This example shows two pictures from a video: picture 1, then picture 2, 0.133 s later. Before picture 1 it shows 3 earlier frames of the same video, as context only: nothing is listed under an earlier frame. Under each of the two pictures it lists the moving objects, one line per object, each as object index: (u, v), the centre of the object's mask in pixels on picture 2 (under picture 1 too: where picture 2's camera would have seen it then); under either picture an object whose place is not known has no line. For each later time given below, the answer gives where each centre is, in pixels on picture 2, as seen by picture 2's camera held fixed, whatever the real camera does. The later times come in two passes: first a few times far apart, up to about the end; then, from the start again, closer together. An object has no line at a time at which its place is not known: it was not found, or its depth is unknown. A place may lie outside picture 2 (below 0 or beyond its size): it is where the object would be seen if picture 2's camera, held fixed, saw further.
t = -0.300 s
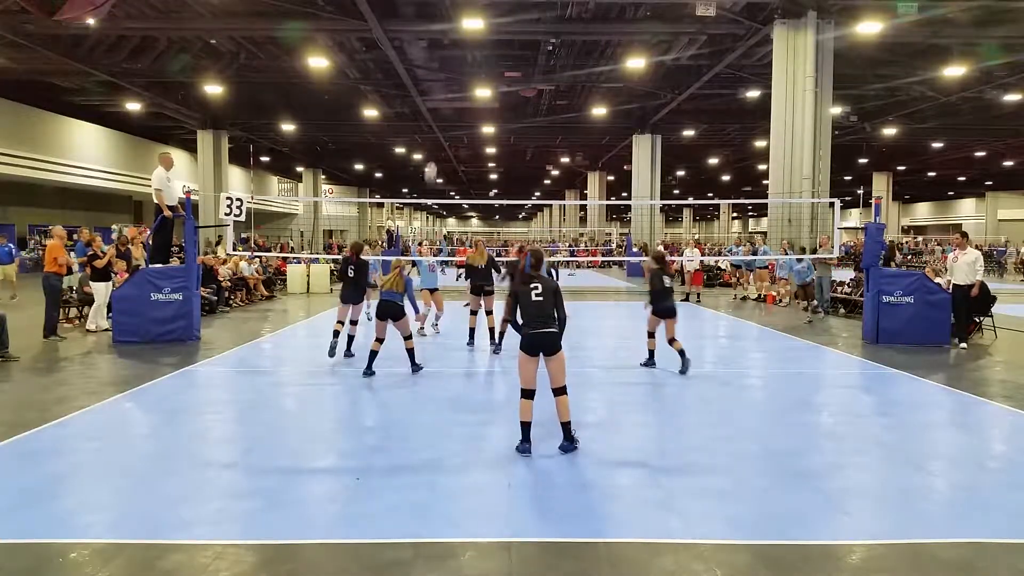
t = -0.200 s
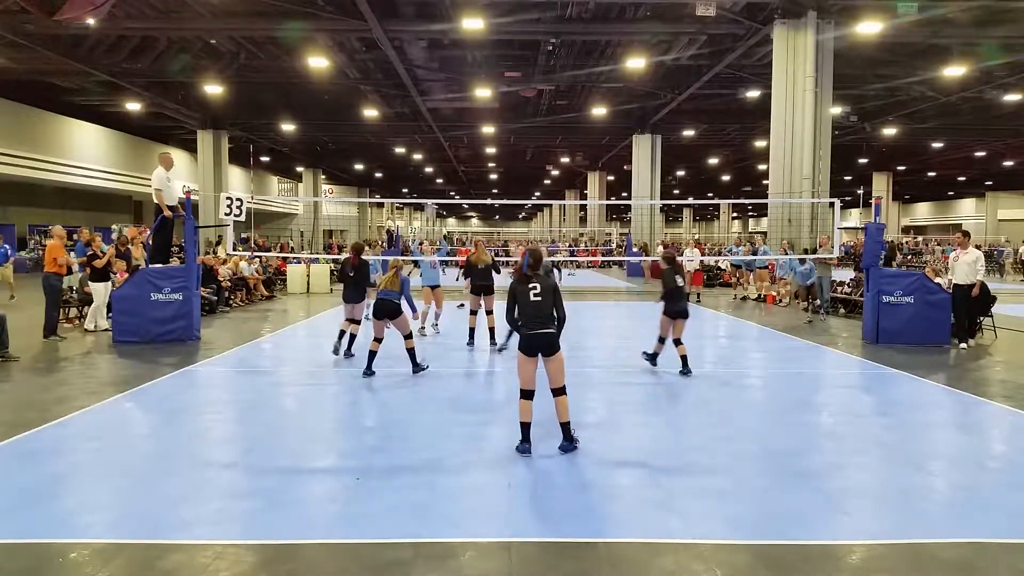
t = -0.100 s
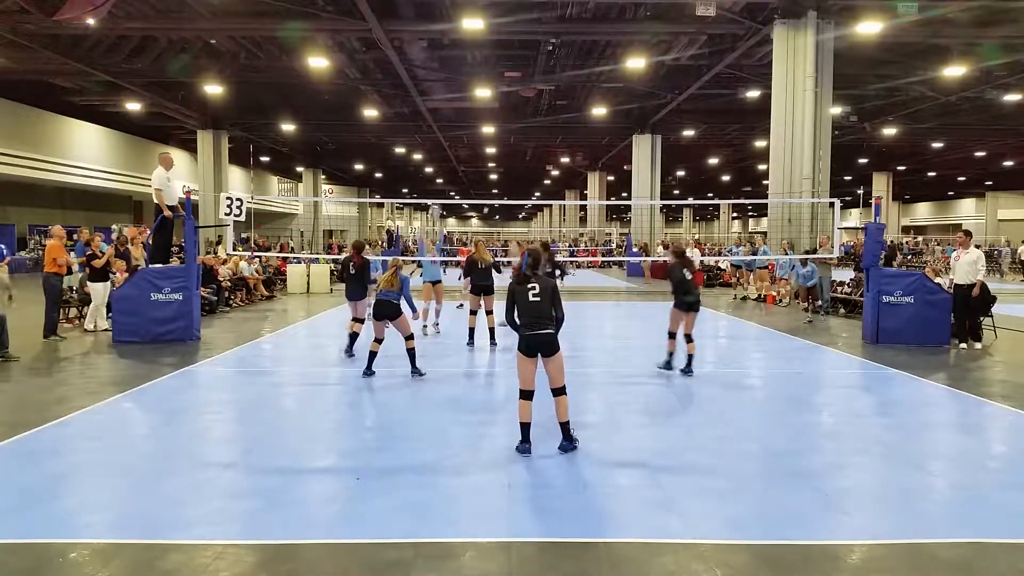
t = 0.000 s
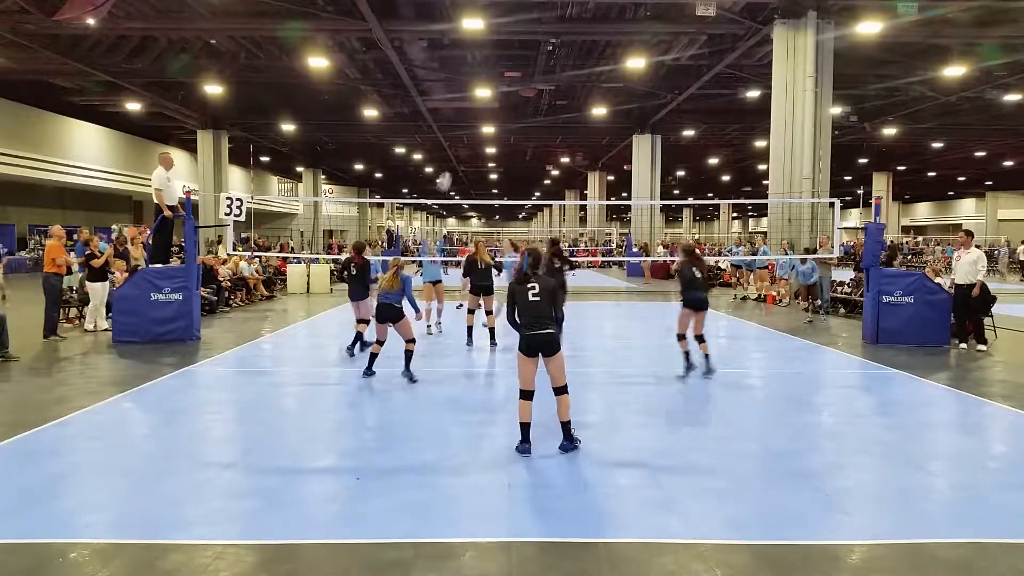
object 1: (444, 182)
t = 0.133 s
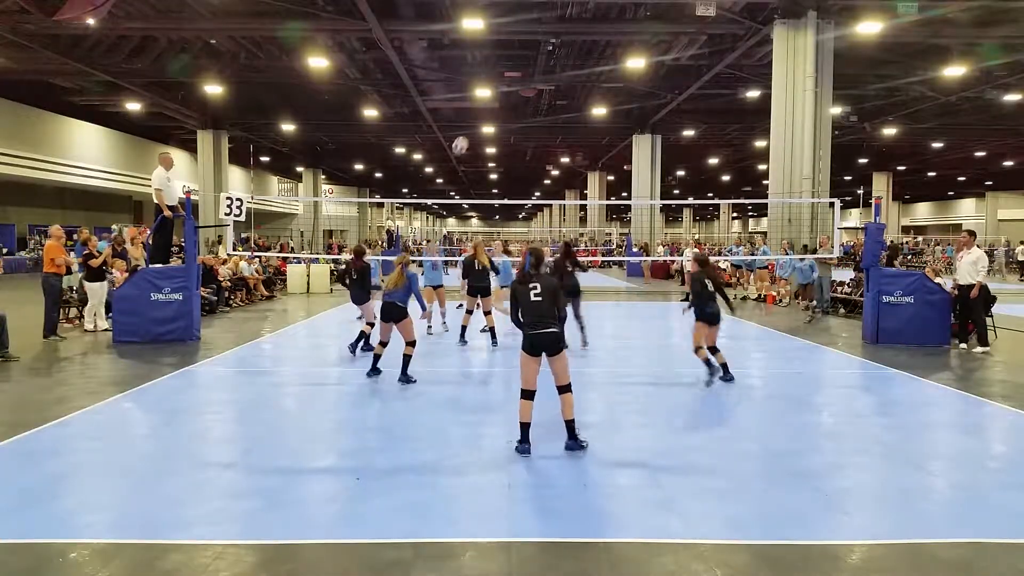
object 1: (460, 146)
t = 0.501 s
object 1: (514, 92)
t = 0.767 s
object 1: (566, 119)
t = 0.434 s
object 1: (504, 96)
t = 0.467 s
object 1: (508, 93)
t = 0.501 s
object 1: (514, 92)
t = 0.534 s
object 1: (521, 92)
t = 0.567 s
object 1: (526, 93)
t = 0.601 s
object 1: (533, 94)
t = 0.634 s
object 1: (539, 97)
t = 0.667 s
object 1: (545, 100)
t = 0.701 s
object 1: (552, 105)
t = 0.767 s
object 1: (566, 119)
